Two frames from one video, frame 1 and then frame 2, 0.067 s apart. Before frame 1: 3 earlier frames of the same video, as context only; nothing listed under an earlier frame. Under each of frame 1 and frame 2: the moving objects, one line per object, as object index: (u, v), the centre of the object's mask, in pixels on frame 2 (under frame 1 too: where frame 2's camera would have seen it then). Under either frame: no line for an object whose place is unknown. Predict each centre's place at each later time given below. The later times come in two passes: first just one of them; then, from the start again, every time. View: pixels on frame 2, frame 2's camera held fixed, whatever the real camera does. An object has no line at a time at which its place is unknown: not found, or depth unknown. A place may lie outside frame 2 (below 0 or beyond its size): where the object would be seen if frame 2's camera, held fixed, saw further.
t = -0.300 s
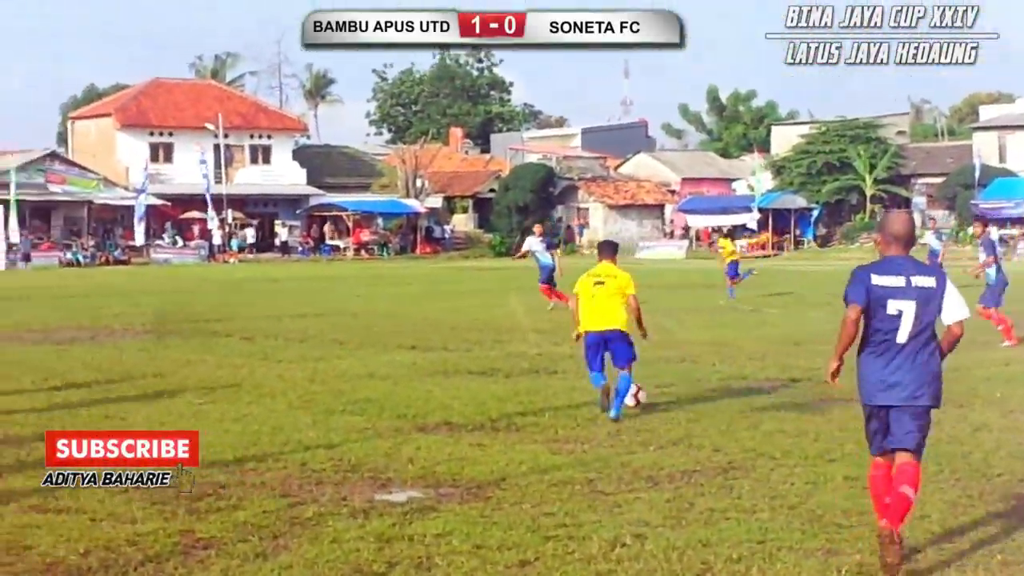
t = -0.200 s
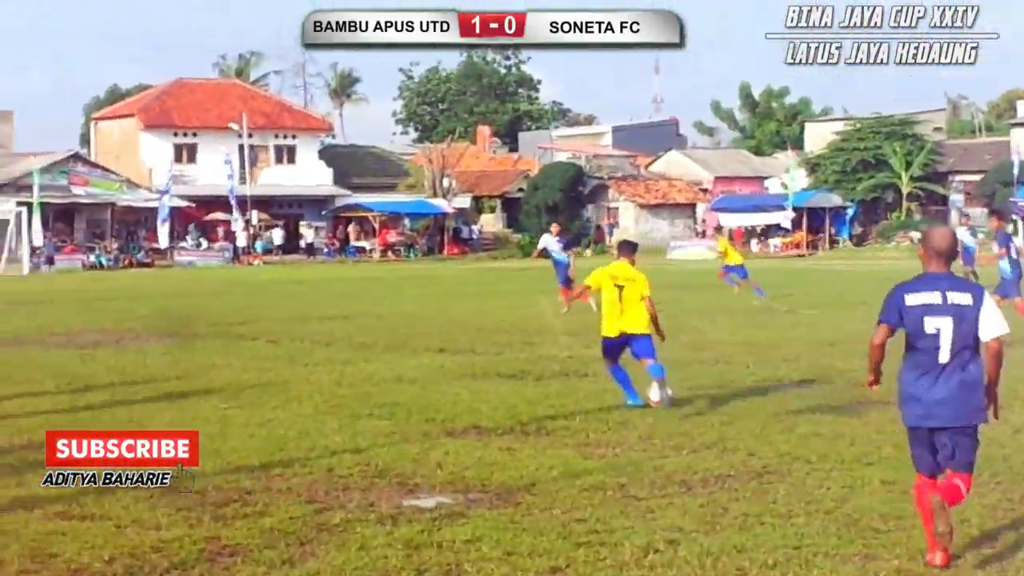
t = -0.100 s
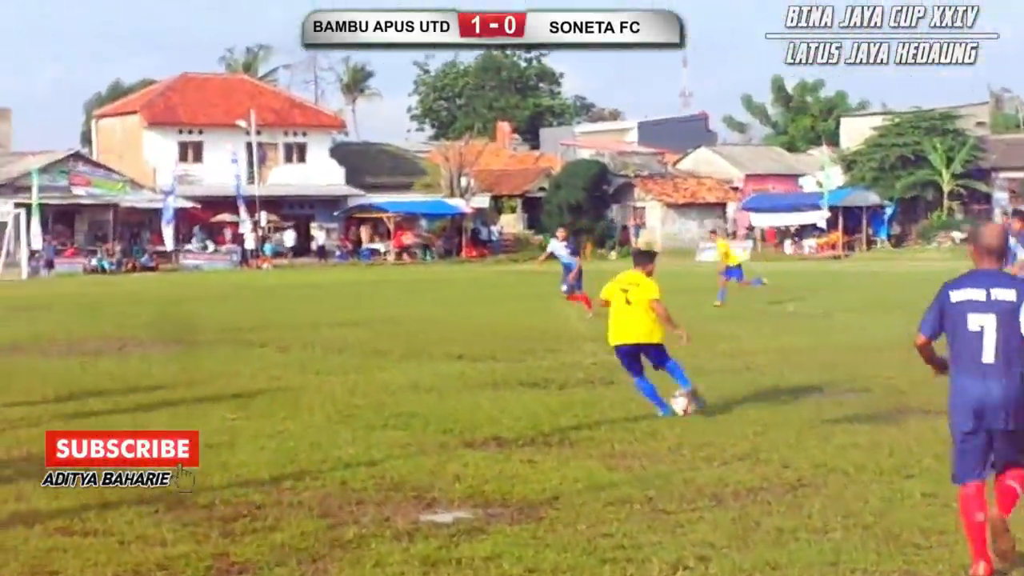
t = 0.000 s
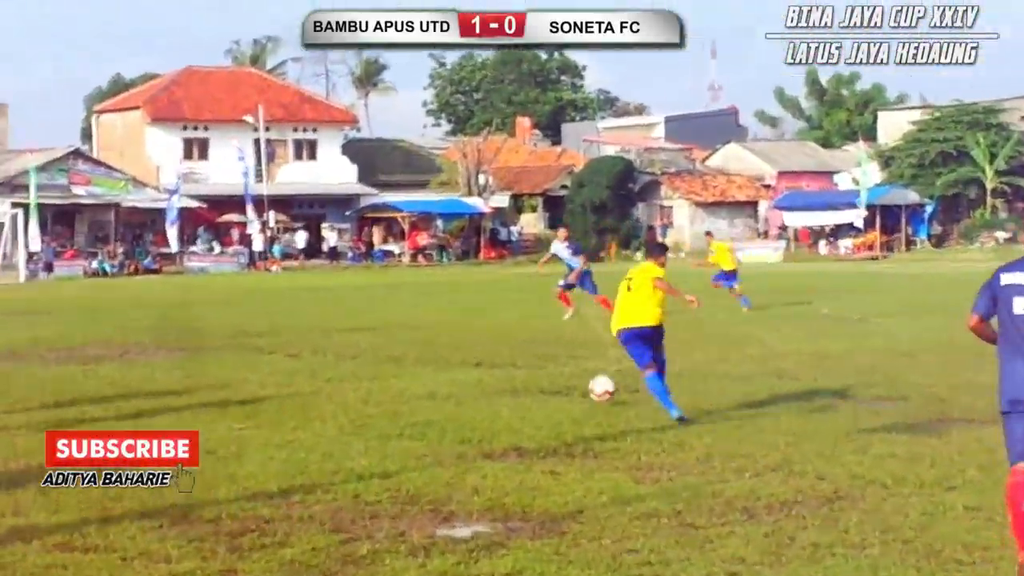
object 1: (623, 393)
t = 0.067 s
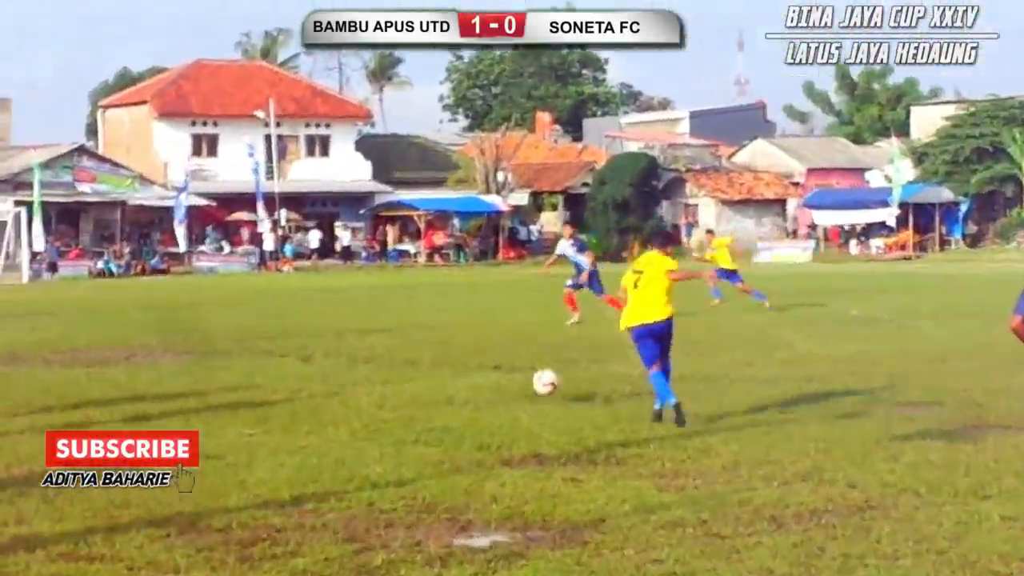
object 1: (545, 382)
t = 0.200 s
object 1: (415, 366)
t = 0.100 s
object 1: (508, 379)
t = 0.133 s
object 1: (474, 378)
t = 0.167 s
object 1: (442, 378)
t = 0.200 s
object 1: (415, 366)
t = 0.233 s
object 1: (389, 356)
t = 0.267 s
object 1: (364, 348)
